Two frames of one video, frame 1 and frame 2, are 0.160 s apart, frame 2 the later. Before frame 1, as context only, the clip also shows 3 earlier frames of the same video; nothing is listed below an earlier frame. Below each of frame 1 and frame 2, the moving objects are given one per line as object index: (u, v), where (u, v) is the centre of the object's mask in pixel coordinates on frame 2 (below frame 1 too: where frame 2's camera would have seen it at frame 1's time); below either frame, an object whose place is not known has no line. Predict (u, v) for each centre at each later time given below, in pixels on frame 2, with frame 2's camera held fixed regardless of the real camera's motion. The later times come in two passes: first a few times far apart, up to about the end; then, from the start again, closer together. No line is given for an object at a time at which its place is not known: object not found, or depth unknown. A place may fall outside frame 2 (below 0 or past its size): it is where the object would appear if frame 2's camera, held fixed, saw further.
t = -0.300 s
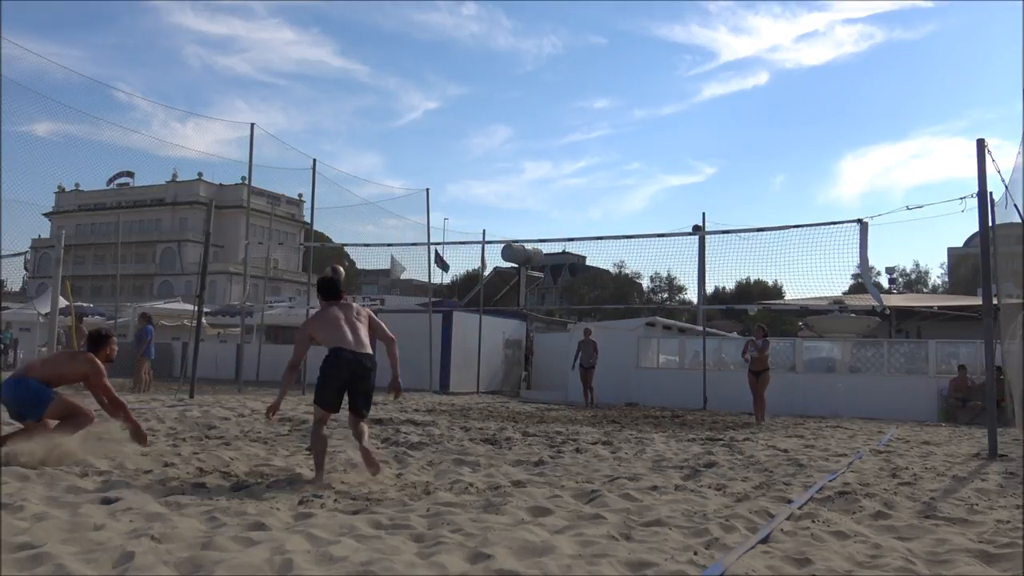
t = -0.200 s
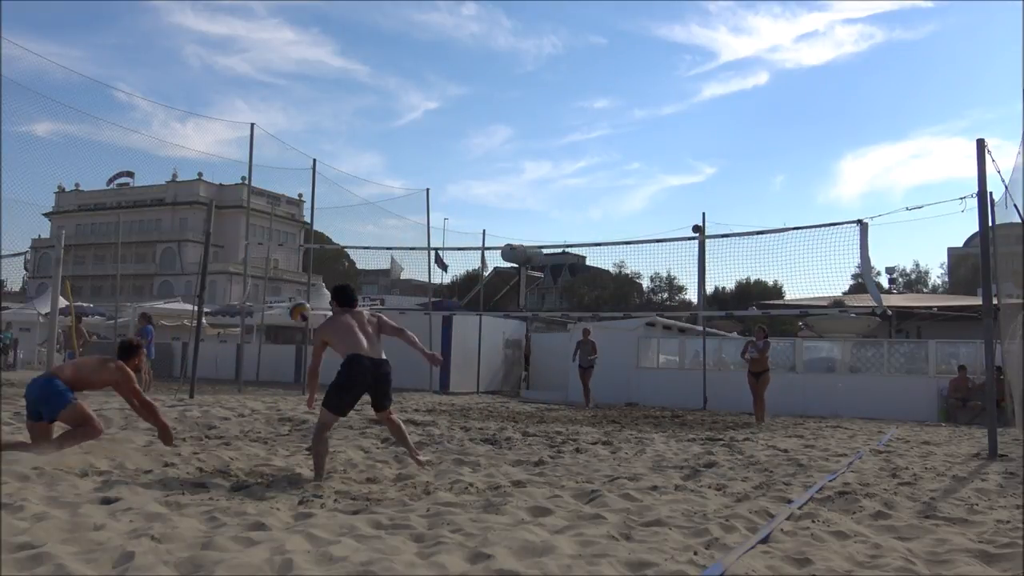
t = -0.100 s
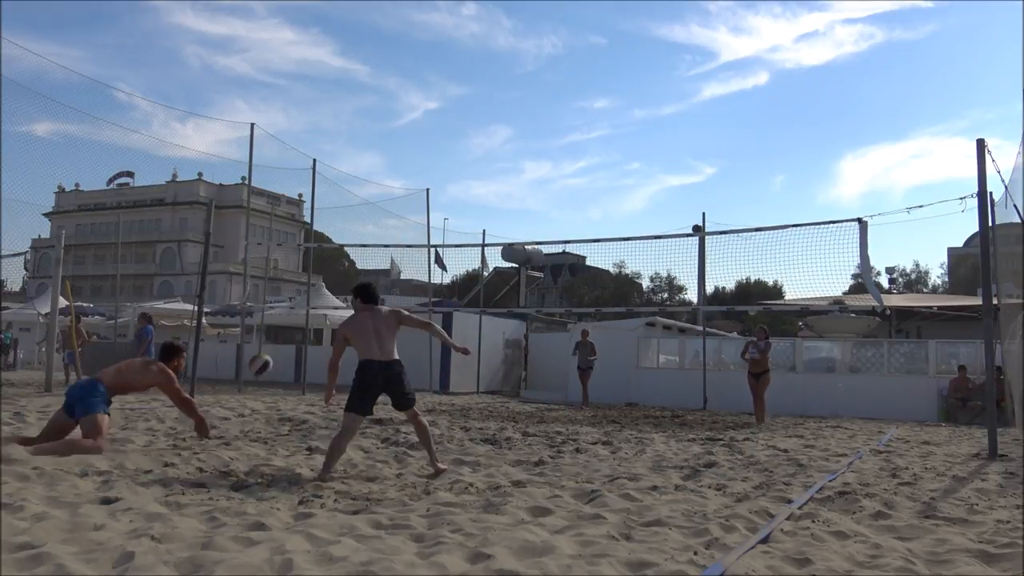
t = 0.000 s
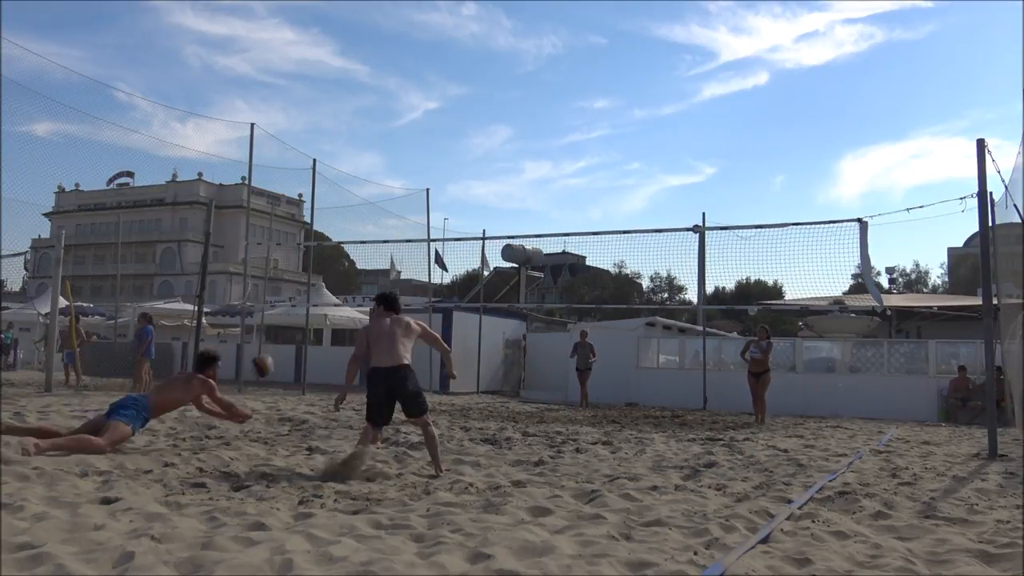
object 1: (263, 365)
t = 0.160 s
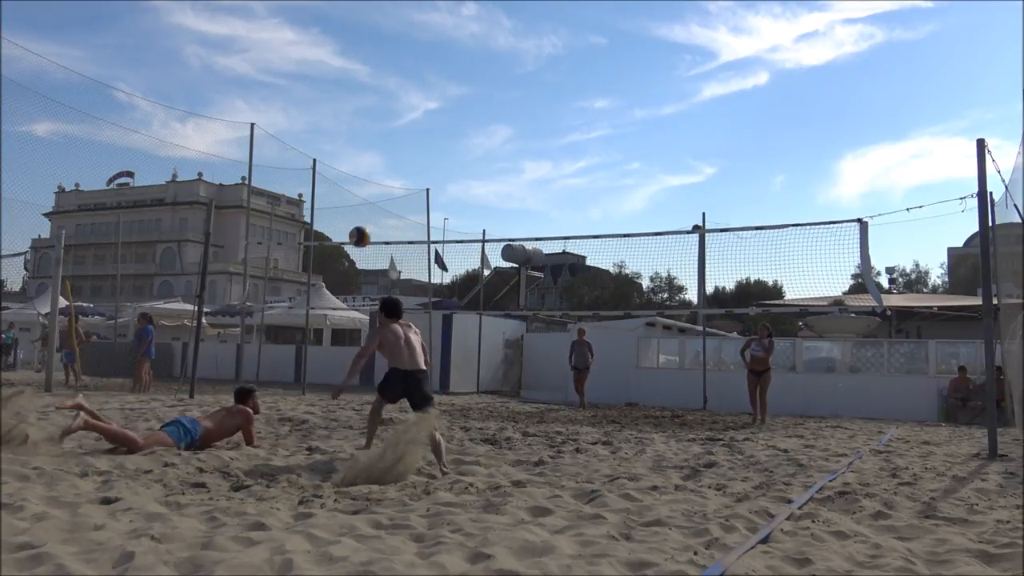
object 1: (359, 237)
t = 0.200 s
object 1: (381, 211)
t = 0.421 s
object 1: (485, 109)
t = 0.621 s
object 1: (564, 64)
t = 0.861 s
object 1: (643, 54)
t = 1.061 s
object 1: (700, 78)
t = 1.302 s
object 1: (760, 138)
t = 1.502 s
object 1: (805, 212)
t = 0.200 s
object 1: (381, 211)
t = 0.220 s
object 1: (391, 199)
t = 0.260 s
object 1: (412, 177)
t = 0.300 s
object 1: (431, 157)
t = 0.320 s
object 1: (441, 148)
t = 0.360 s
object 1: (459, 131)
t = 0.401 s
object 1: (477, 116)
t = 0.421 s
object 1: (485, 109)
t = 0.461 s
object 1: (502, 97)
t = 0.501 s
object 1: (519, 86)
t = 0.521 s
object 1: (527, 82)
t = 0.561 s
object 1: (542, 73)
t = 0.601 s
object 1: (557, 67)
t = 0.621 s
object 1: (564, 64)
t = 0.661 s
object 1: (578, 59)
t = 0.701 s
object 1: (592, 55)
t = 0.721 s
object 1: (598, 54)
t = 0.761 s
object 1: (612, 53)
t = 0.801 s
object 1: (624, 53)
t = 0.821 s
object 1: (631, 53)
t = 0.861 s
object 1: (643, 54)
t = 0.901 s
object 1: (655, 57)
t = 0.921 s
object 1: (661, 59)
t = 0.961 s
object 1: (672, 63)
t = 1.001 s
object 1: (684, 68)
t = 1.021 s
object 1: (689, 71)
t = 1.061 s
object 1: (700, 78)
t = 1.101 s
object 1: (710, 86)
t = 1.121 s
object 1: (716, 90)
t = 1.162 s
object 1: (726, 99)
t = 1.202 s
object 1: (736, 109)
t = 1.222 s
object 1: (741, 114)
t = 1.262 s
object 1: (751, 126)
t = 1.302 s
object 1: (760, 138)
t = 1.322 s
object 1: (765, 145)
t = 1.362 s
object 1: (774, 158)
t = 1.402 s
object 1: (783, 173)
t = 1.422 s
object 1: (788, 180)
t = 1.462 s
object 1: (797, 196)
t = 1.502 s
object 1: (805, 212)
